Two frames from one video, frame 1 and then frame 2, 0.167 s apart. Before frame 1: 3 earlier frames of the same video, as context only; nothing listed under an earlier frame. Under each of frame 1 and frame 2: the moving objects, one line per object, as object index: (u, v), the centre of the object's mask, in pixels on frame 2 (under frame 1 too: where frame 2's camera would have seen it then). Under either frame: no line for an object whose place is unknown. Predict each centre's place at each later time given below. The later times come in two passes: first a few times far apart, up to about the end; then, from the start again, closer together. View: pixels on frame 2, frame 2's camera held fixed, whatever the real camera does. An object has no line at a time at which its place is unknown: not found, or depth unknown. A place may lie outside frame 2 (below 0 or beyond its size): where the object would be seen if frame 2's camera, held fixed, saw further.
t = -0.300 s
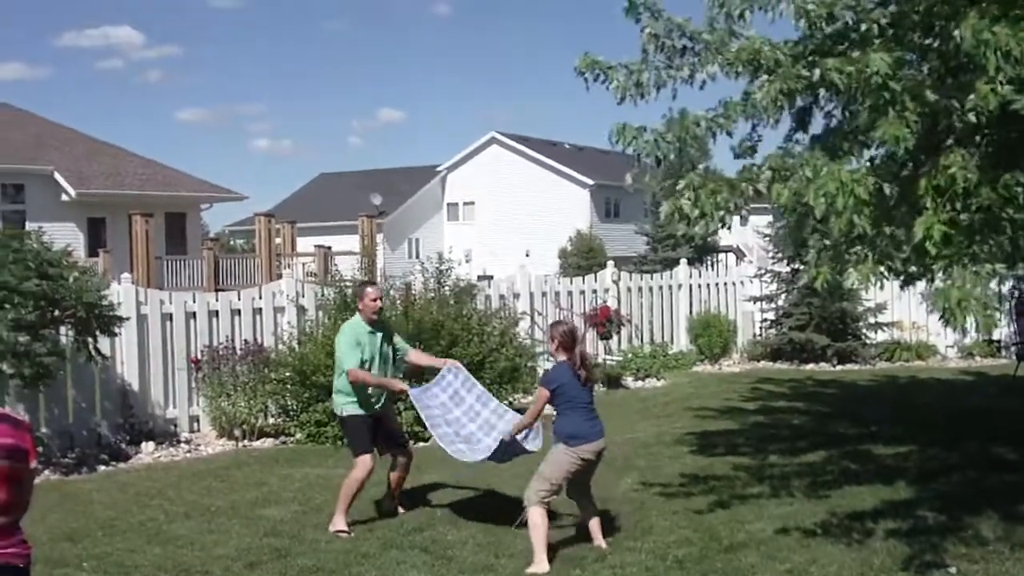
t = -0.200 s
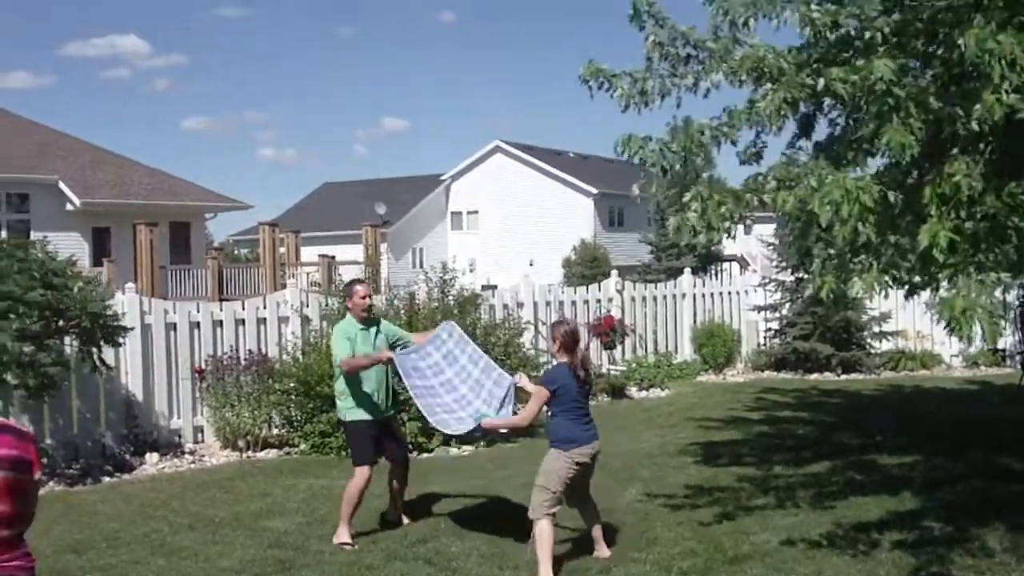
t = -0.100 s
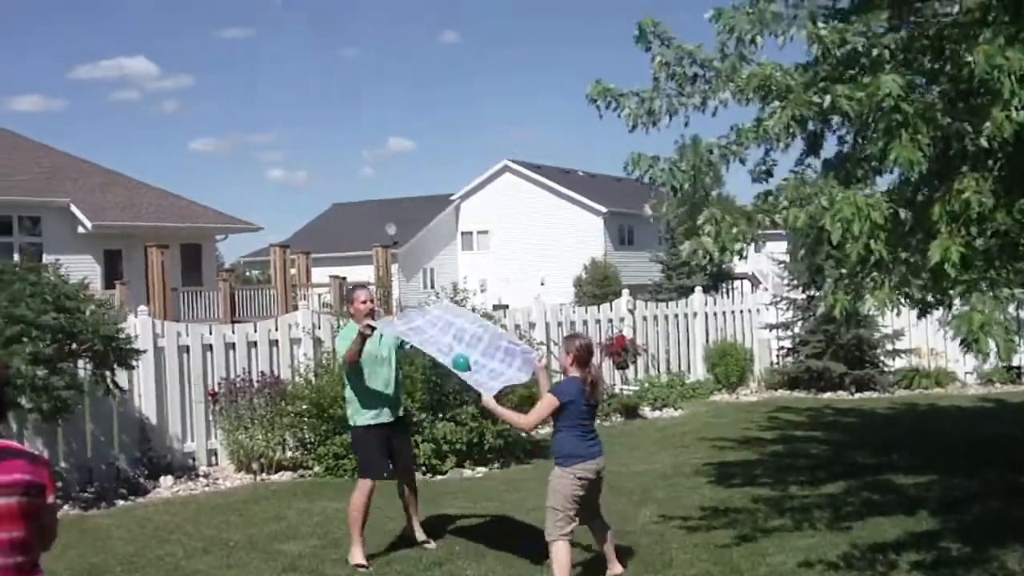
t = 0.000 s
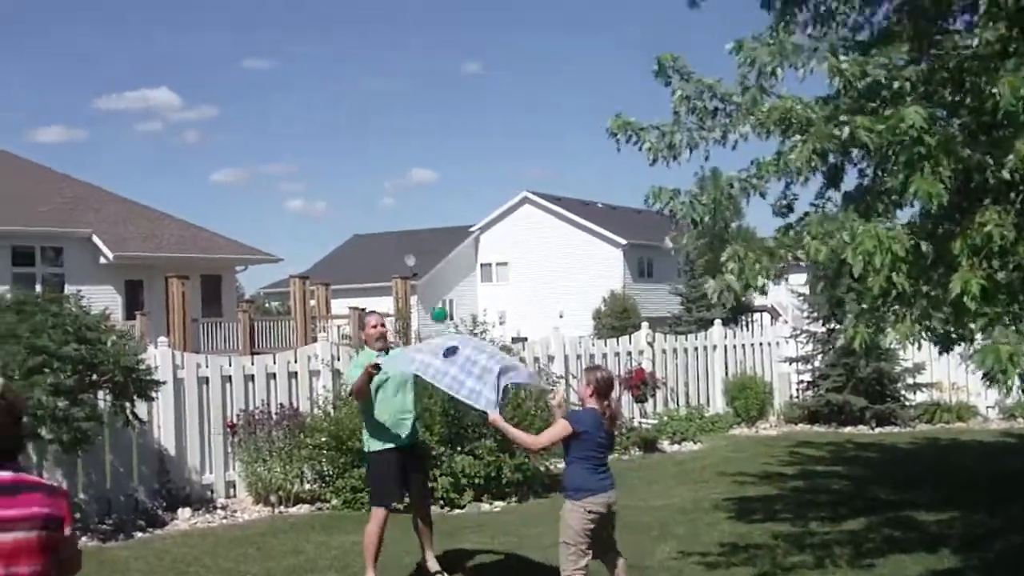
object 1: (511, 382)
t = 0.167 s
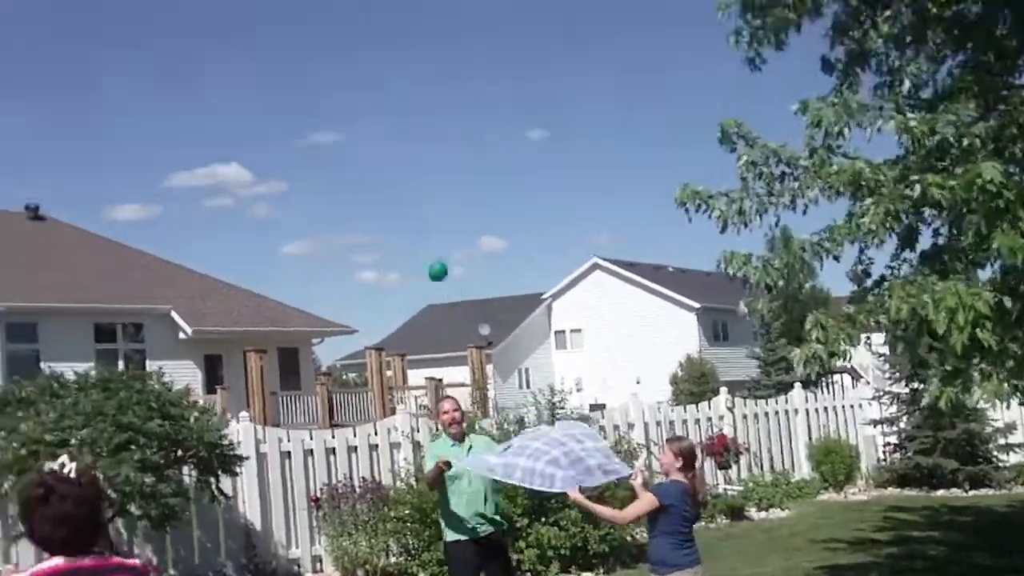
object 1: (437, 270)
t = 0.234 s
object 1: (402, 236)
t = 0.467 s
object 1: (279, 175)
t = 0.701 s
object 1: (126, 221)
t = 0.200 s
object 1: (420, 252)
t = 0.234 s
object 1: (402, 236)
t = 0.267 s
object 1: (385, 223)
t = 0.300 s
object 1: (368, 211)
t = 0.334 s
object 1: (353, 198)
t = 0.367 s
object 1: (335, 189)
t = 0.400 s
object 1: (316, 183)
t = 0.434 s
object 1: (299, 178)
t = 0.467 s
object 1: (279, 175)
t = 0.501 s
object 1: (259, 175)
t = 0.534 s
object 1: (239, 177)
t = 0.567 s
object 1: (217, 181)
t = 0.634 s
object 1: (173, 195)
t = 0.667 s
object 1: (151, 205)
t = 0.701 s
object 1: (126, 221)
